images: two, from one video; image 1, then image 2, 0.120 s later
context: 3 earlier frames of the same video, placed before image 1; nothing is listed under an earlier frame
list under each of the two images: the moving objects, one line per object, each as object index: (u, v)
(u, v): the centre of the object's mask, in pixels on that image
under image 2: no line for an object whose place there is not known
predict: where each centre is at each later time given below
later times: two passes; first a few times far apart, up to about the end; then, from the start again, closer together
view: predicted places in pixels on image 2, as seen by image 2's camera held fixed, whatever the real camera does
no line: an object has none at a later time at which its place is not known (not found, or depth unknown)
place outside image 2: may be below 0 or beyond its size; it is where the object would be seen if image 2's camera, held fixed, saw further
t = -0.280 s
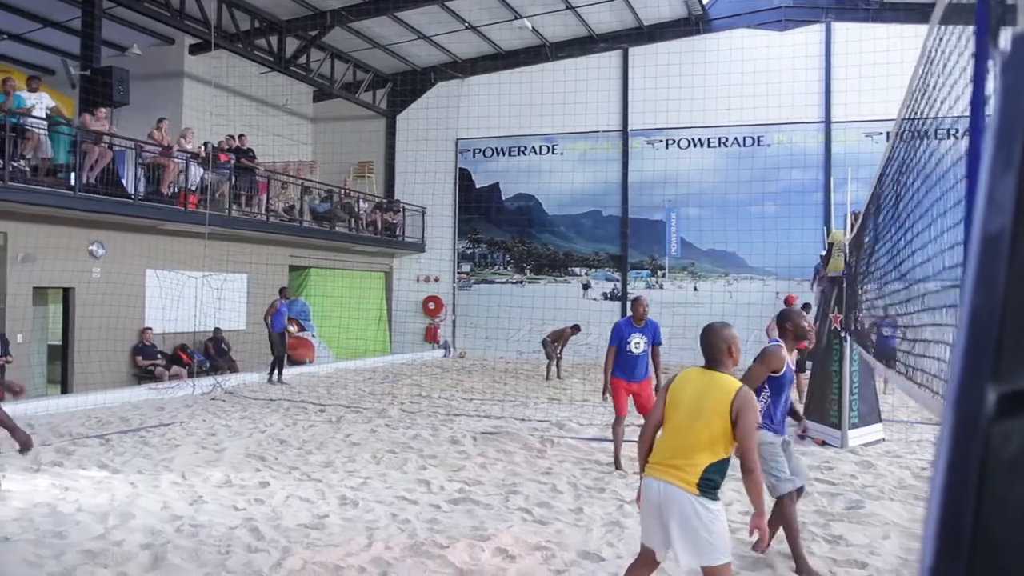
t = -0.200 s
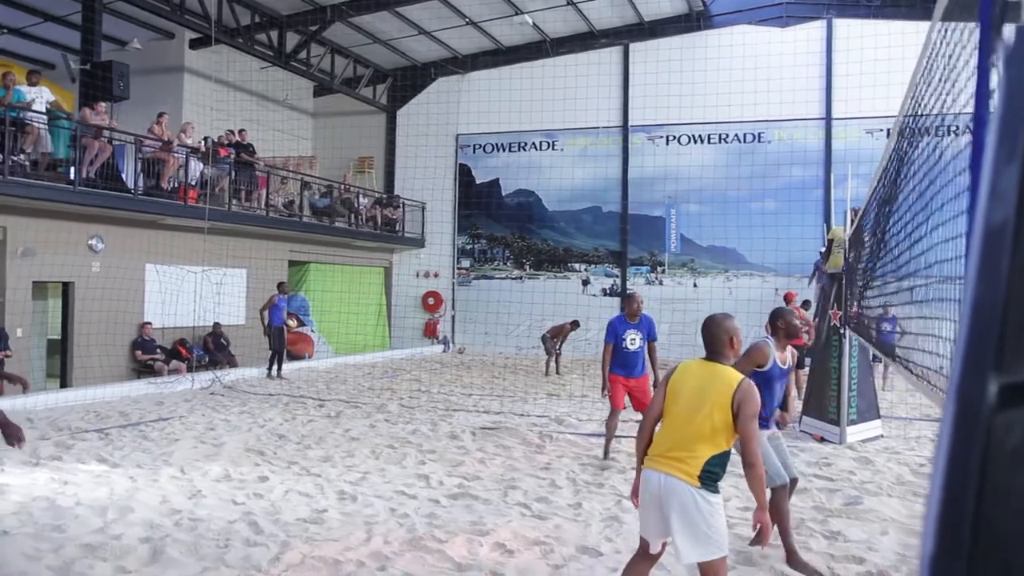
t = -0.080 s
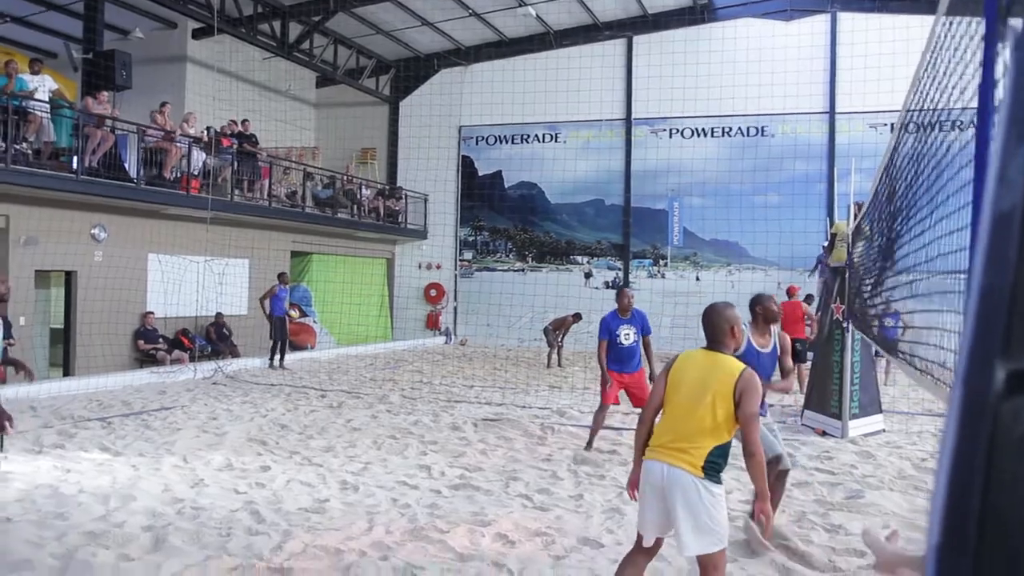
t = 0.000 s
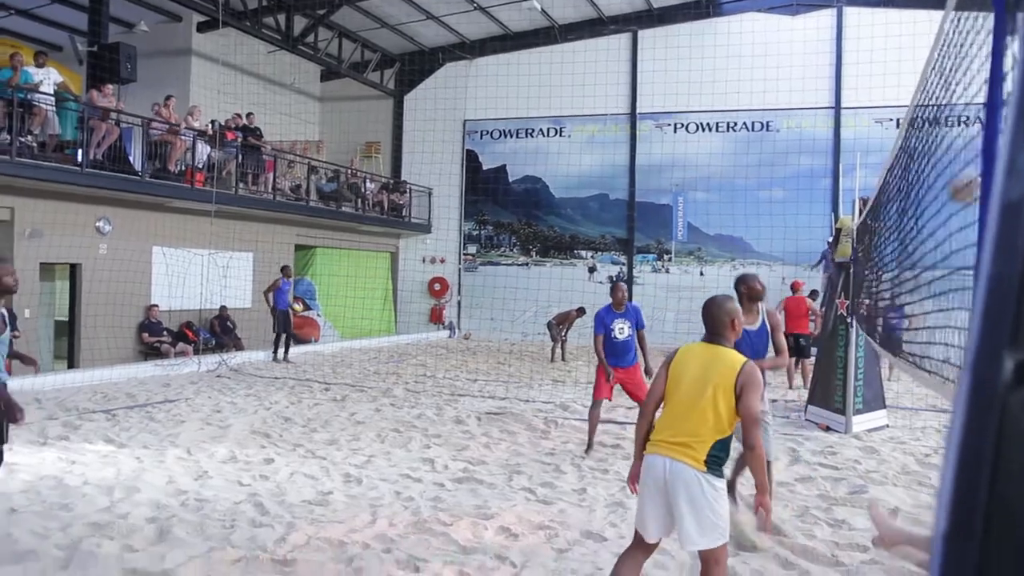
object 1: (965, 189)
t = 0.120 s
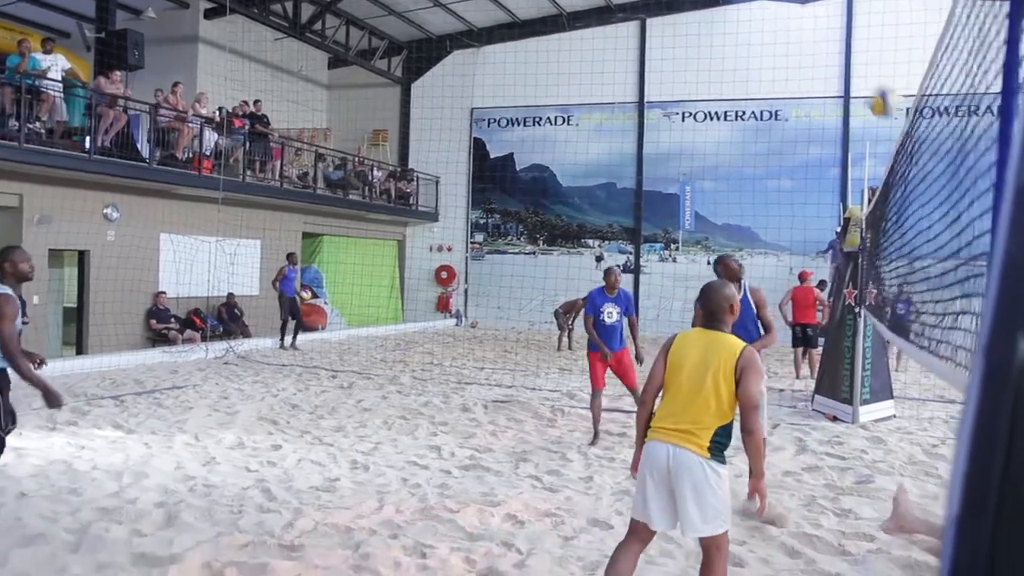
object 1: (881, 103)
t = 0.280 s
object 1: (777, 44)
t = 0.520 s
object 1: (643, 34)
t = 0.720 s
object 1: (550, 79)
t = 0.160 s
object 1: (852, 85)
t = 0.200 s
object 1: (830, 68)
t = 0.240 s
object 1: (801, 55)
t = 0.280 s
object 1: (777, 44)
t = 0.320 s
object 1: (751, 37)
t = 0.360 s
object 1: (728, 32)
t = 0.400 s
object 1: (705, 31)
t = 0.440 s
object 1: (683, 30)
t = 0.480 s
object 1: (662, 31)
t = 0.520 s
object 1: (643, 34)
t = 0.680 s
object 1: (567, 67)
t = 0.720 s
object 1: (550, 79)
